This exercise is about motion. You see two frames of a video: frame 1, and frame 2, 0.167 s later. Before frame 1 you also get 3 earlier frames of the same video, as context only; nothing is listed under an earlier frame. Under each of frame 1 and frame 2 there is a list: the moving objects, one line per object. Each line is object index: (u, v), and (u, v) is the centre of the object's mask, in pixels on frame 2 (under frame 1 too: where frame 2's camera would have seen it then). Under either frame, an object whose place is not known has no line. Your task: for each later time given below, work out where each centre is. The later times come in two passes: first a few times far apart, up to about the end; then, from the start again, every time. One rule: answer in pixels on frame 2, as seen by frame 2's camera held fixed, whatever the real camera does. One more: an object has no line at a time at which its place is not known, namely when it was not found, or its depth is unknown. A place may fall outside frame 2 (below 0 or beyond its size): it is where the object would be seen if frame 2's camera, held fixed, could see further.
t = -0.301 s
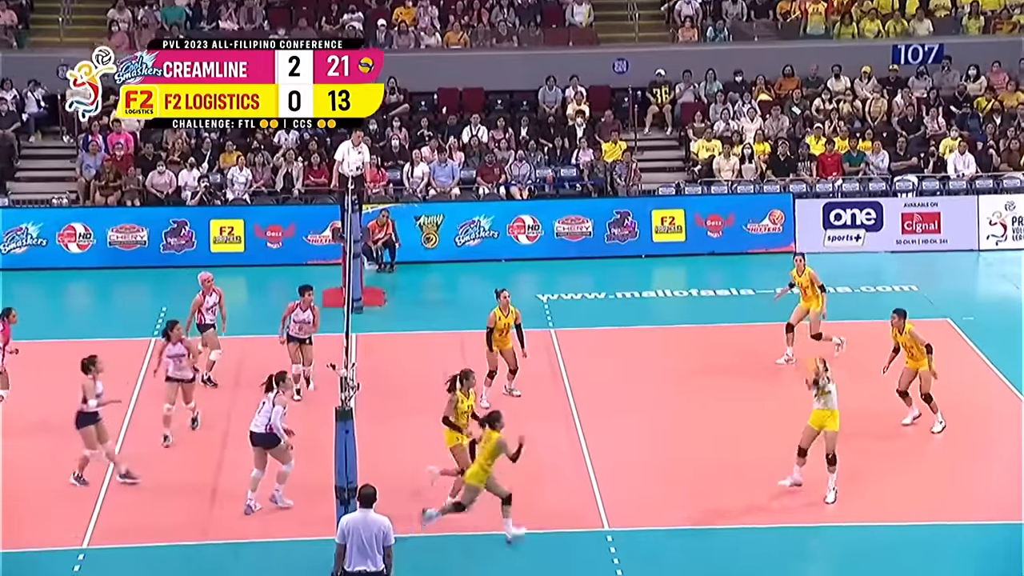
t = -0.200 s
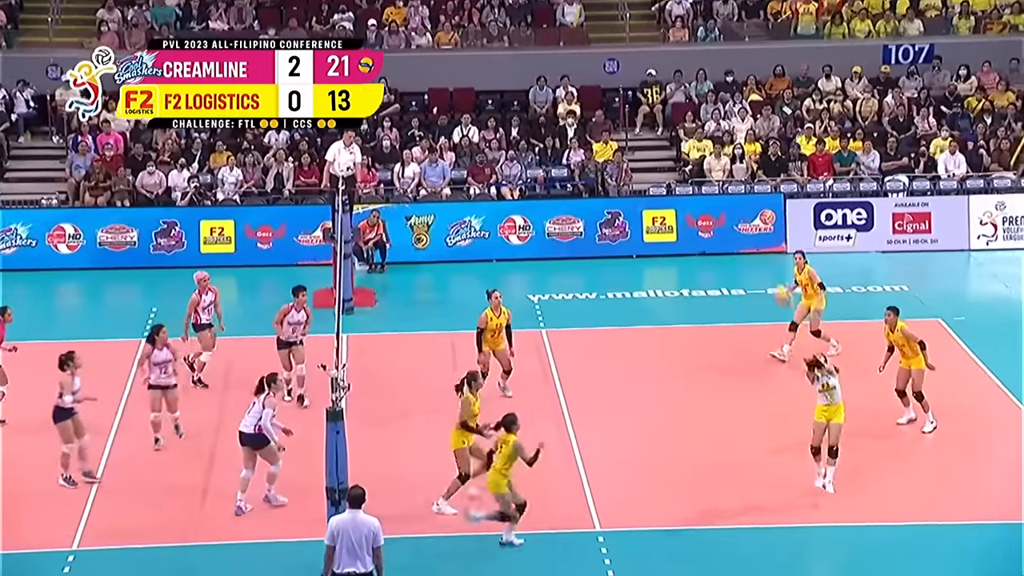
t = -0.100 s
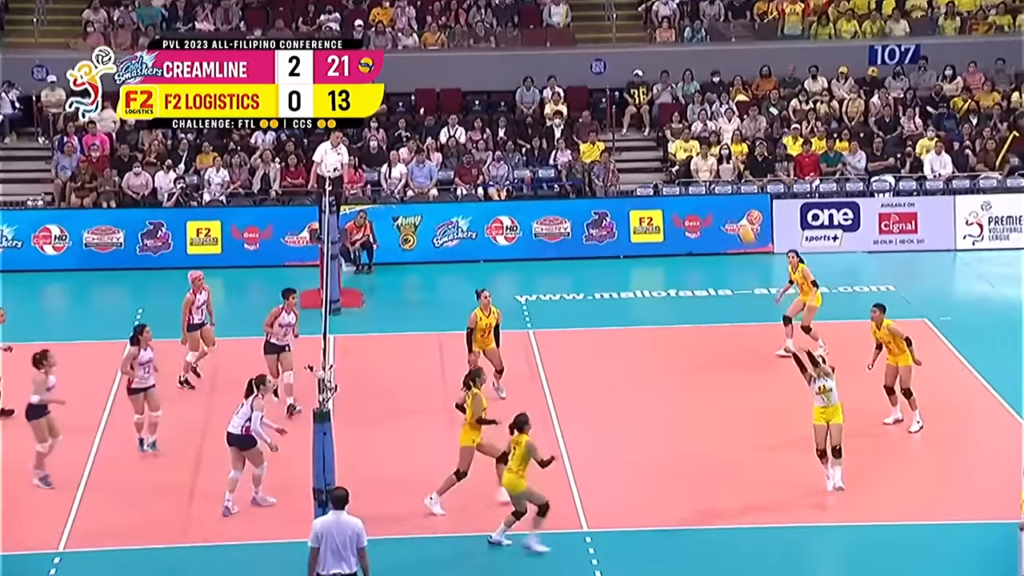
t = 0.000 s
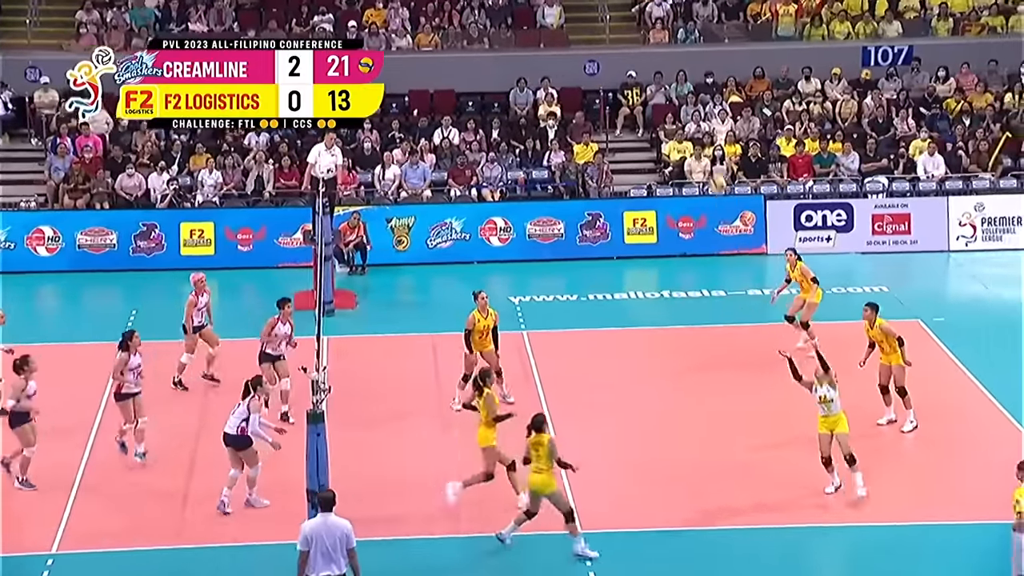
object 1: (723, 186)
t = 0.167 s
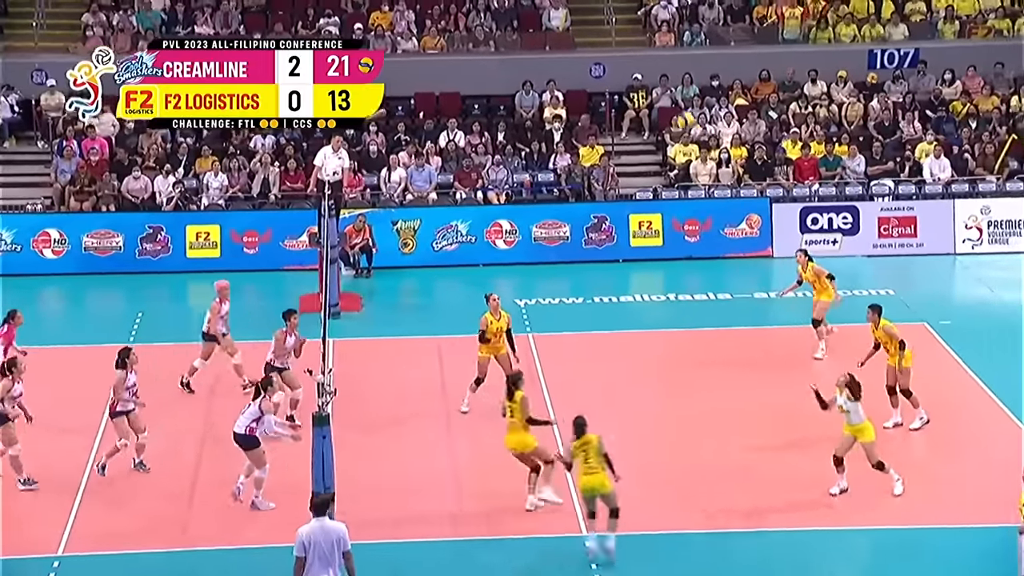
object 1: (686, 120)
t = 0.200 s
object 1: (677, 110)
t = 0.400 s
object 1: (640, 70)
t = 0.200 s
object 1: (677, 110)
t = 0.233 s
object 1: (671, 102)
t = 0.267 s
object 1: (664, 92)
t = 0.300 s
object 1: (659, 85)
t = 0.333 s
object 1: (653, 79)
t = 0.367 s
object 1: (645, 74)
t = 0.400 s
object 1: (640, 70)
